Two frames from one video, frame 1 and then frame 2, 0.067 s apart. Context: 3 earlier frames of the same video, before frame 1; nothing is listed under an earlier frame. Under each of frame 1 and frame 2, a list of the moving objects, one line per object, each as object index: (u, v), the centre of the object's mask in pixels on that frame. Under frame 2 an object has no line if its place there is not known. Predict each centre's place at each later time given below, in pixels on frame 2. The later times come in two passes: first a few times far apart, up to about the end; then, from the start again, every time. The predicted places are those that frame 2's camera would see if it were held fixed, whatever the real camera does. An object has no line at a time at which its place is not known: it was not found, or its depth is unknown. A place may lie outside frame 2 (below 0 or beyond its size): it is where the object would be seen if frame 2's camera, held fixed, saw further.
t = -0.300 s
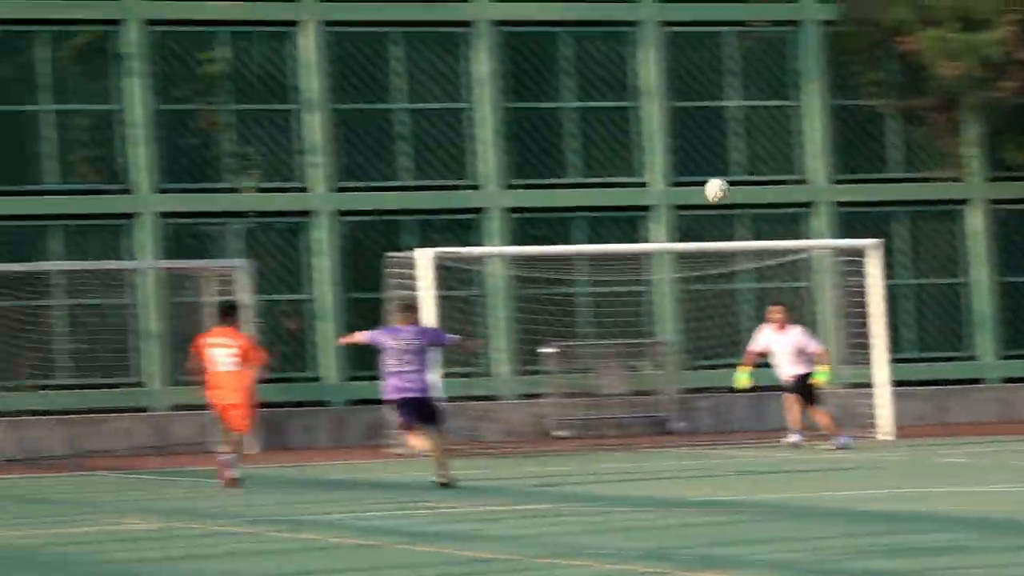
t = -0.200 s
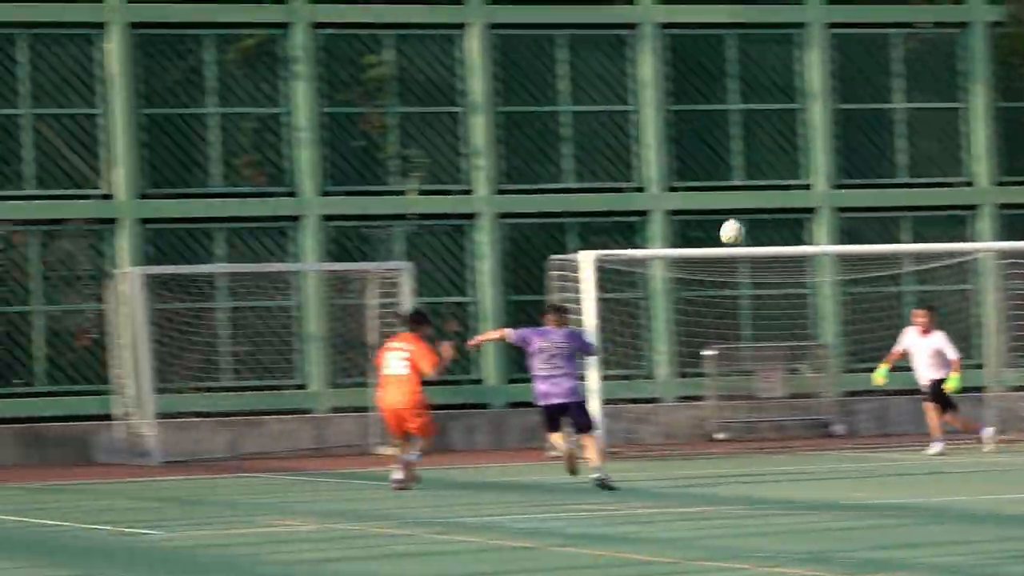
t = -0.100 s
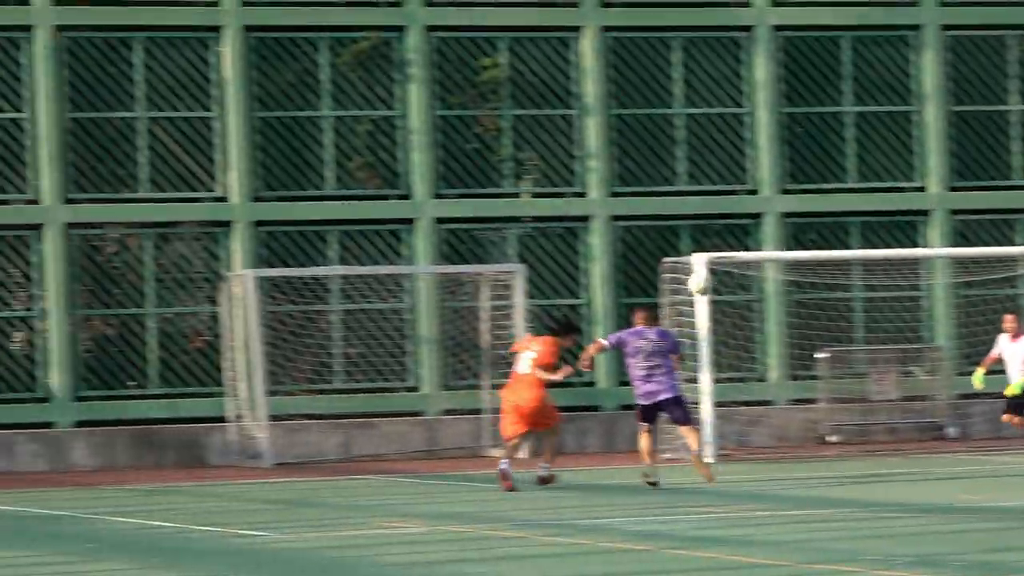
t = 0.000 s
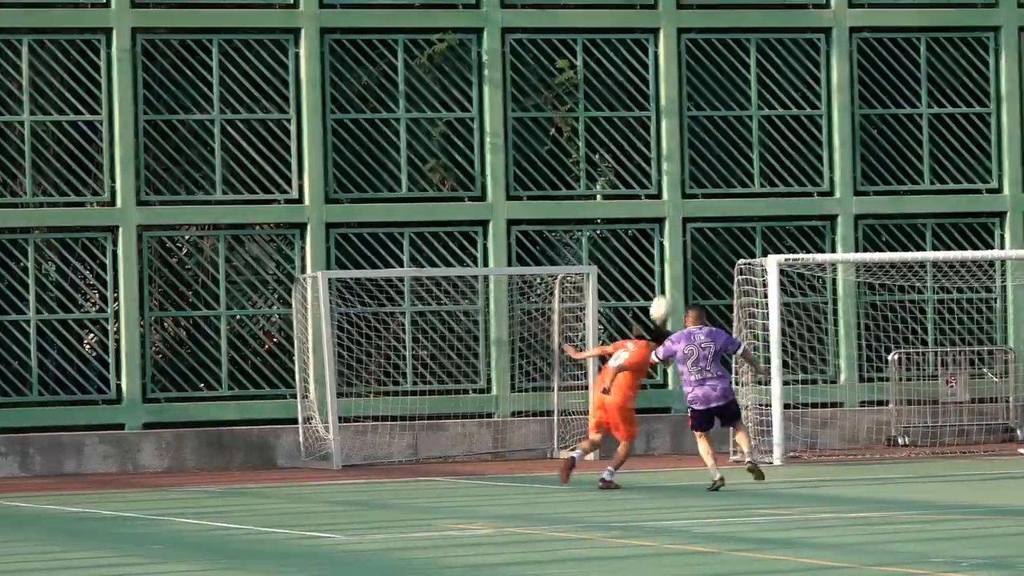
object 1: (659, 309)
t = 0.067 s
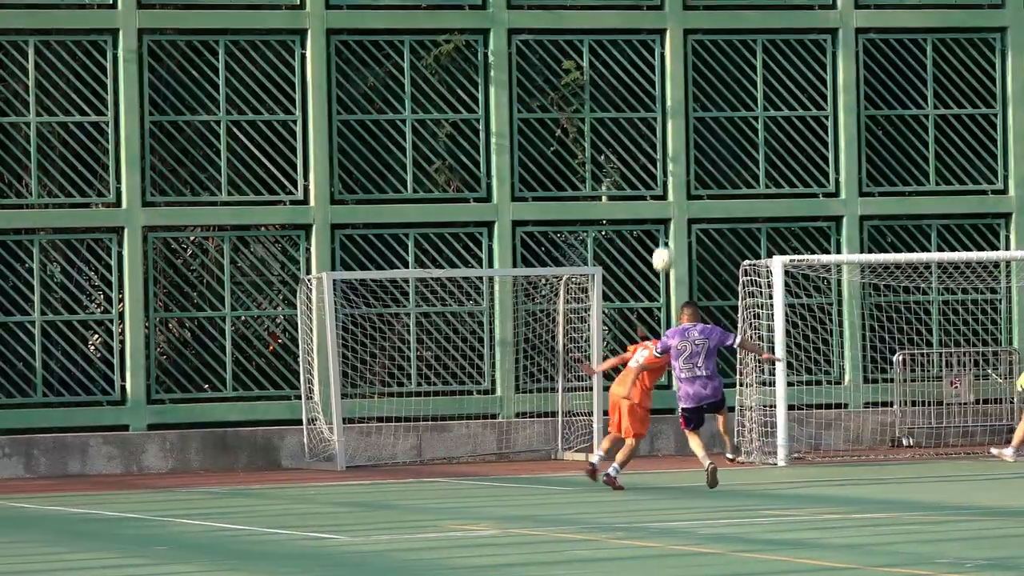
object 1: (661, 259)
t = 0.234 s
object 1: (652, 164)
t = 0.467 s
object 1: (631, 93)
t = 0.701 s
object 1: (607, 82)
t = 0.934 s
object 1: (604, 109)
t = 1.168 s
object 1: (707, 131)
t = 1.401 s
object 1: (815, 203)
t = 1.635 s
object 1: (932, 334)
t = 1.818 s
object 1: (1023, 440)
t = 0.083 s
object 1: (661, 248)
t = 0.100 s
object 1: (661, 236)
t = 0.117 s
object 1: (659, 226)
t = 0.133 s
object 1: (658, 216)
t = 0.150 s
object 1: (657, 207)
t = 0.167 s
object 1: (656, 196)
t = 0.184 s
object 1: (656, 188)
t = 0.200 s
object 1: (654, 180)
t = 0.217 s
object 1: (653, 171)
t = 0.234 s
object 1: (652, 164)
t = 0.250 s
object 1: (649, 156)
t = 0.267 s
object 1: (648, 149)
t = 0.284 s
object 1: (647, 142)
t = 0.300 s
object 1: (647, 137)
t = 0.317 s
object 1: (645, 130)
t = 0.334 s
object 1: (644, 125)
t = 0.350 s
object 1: (642, 120)
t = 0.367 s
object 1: (641, 115)
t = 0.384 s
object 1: (639, 110)
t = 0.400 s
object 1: (637, 105)
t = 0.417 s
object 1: (635, 102)
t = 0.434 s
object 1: (634, 99)
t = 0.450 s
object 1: (633, 96)
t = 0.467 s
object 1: (631, 93)
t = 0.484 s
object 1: (629, 90)
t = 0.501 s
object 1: (628, 88)
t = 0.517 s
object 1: (626, 85)
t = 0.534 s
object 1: (624, 84)
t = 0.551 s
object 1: (623, 82)
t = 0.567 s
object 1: (621, 81)
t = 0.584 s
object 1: (619, 80)
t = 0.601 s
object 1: (617, 80)
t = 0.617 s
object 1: (616, 80)
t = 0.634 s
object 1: (614, 79)
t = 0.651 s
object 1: (612, 79)
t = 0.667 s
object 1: (610, 80)
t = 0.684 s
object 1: (608, 80)
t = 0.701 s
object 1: (607, 82)
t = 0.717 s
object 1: (605, 83)
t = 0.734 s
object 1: (603, 84)
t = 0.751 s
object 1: (601, 86)
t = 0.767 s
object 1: (600, 88)
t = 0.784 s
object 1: (598, 90)
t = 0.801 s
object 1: (596, 93)
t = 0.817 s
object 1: (595, 95)
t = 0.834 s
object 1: (593, 98)
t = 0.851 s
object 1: (591, 102)
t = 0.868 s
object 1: (590, 105)
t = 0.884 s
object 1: (589, 109)
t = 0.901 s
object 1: (590, 110)
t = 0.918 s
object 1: (596, 110)
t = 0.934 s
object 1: (604, 109)
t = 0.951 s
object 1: (610, 109)
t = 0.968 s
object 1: (618, 109)
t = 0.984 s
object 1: (625, 109)
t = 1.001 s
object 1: (632, 109)
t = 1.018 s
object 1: (639, 111)
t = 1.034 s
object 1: (647, 112)
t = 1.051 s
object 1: (654, 113)
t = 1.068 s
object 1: (661, 115)
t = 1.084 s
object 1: (668, 117)
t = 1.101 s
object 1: (676, 119)
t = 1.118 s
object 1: (683, 121)
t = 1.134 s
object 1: (691, 124)
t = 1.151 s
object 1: (699, 127)
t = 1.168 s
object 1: (707, 131)
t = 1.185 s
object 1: (715, 134)
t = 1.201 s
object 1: (722, 137)
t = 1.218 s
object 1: (730, 142)
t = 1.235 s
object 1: (737, 145)
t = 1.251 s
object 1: (745, 150)
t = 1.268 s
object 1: (752, 155)
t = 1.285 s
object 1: (761, 160)
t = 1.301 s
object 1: (769, 165)
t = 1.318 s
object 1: (776, 171)
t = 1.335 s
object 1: (784, 177)
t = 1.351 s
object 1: (792, 183)
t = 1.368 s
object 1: (801, 190)
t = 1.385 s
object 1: (808, 196)
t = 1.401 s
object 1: (815, 203)
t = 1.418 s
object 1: (824, 211)
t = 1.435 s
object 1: (832, 219)
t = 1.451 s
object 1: (838, 226)
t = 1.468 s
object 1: (848, 235)
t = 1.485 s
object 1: (857, 243)
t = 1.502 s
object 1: (865, 251)
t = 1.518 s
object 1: (874, 262)
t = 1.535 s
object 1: (882, 271)
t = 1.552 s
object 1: (890, 280)
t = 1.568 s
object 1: (898, 290)
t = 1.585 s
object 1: (907, 300)
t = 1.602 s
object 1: (915, 312)
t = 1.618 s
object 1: (923, 322)
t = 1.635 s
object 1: (932, 334)
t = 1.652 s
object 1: (941, 346)
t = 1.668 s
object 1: (949, 358)
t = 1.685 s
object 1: (957, 369)
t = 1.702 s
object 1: (966, 382)
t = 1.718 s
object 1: (974, 395)
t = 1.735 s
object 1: (984, 407)
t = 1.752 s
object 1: (993, 422)
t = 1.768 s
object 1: (1003, 437)
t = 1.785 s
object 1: (1012, 451)
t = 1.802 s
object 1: (1018, 454)
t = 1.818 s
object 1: (1023, 440)
